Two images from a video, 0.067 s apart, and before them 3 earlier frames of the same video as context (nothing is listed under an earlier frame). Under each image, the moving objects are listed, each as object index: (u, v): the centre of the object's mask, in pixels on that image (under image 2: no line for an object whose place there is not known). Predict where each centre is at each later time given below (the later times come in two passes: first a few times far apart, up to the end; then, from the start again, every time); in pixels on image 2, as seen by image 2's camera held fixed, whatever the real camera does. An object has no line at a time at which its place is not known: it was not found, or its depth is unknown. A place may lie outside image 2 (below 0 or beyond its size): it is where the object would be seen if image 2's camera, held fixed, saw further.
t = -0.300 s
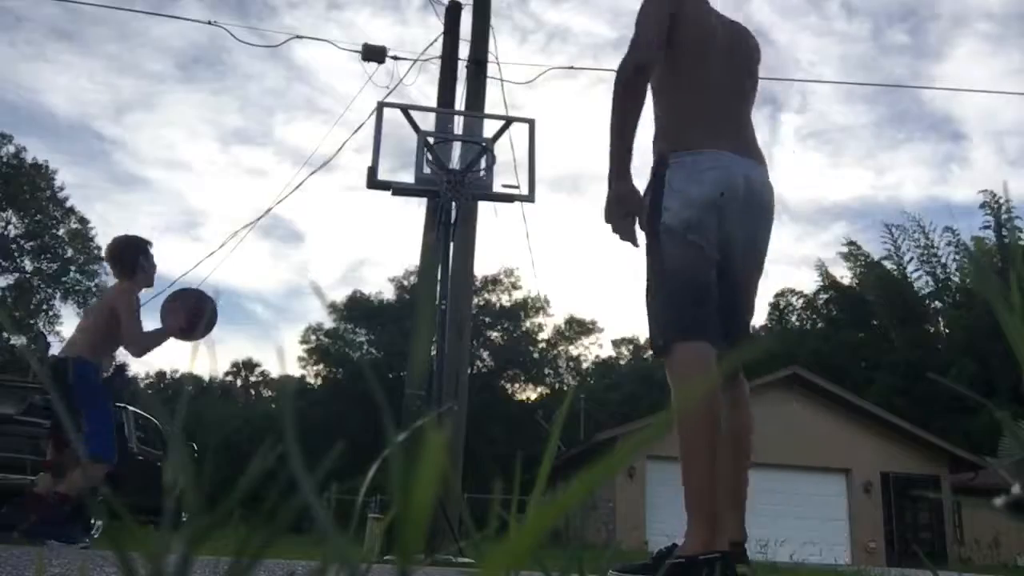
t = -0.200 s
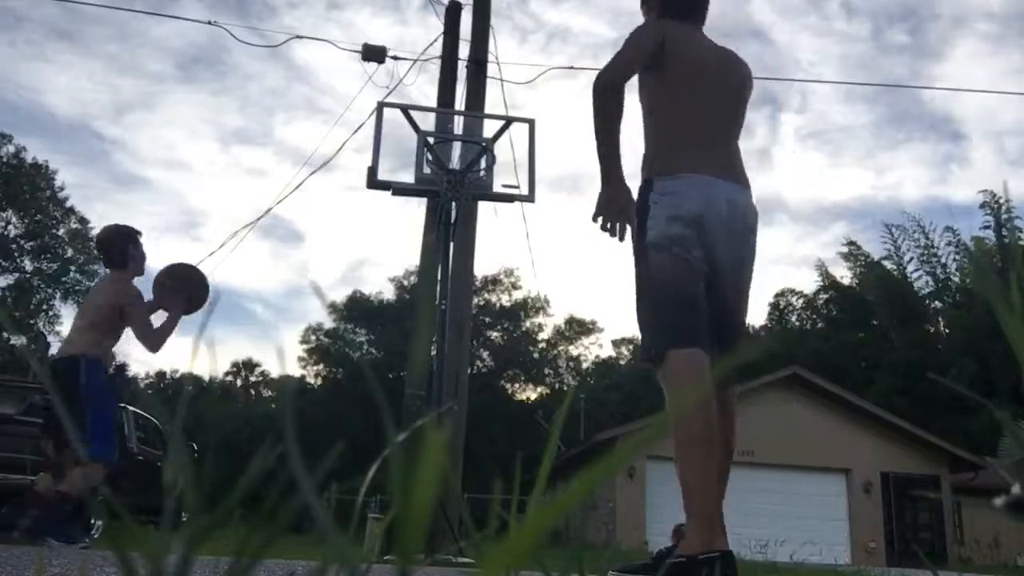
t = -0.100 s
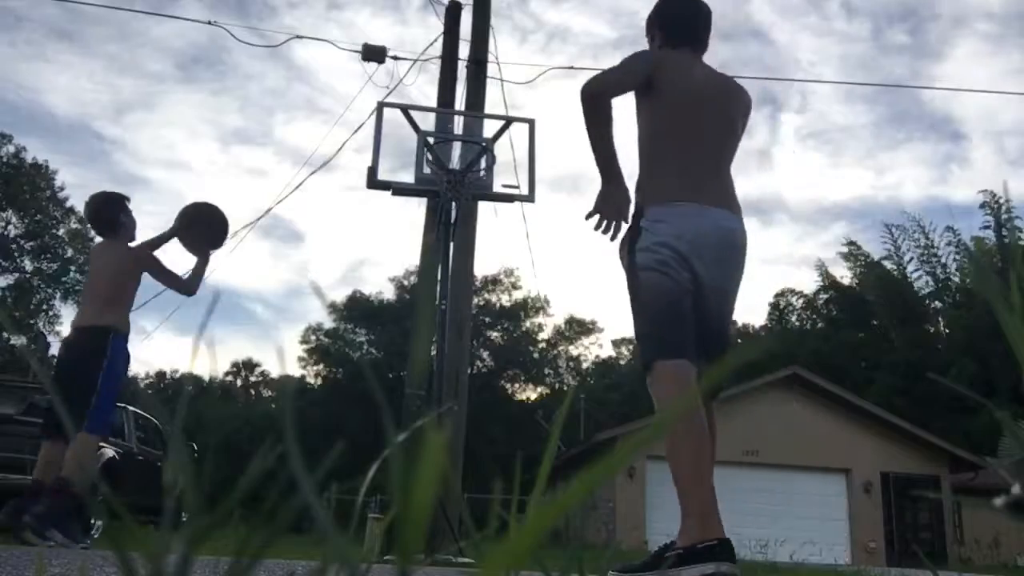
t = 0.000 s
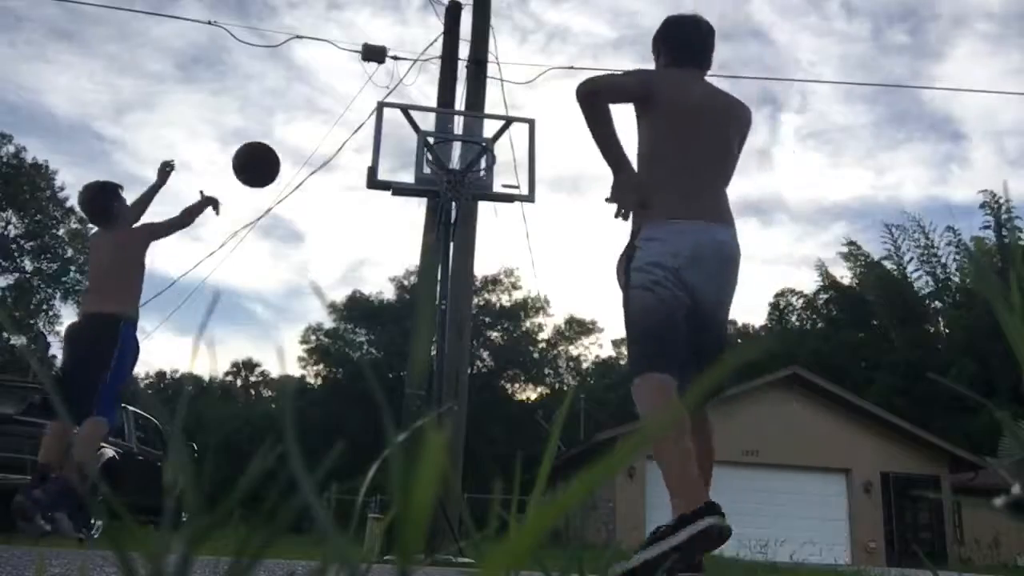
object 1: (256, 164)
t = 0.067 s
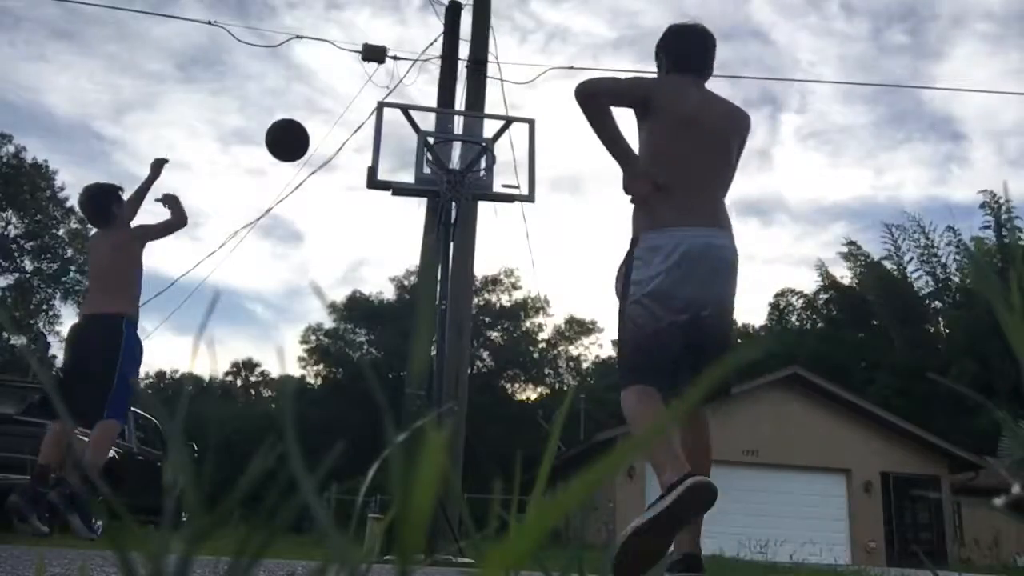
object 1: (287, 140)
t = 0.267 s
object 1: (355, 118)
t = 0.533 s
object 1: (410, 146)
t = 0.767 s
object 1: (412, 128)
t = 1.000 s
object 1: (394, 166)
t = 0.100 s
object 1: (301, 132)
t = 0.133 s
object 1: (313, 125)
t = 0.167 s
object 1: (325, 121)
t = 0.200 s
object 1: (335, 118)
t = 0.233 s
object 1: (345, 118)
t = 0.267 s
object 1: (355, 118)
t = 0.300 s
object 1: (364, 121)
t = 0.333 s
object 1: (372, 124)
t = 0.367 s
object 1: (380, 128)
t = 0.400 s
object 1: (387, 134)
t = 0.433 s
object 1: (394, 141)
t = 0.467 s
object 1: (400, 149)
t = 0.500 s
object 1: (405, 148)
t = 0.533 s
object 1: (410, 146)
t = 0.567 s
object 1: (414, 145)
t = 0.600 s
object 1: (419, 144)
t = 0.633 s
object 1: (418, 138)
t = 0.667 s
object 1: (416, 133)
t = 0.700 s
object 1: (415, 130)
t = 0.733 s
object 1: (413, 128)
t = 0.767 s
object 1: (412, 128)
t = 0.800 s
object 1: (410, 129)
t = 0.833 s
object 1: (408, 131)
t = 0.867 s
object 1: (405, 135)
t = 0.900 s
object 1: (403, 139)
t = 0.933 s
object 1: (400, 147)
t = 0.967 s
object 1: (397, 155)
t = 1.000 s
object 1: (394, 166)
